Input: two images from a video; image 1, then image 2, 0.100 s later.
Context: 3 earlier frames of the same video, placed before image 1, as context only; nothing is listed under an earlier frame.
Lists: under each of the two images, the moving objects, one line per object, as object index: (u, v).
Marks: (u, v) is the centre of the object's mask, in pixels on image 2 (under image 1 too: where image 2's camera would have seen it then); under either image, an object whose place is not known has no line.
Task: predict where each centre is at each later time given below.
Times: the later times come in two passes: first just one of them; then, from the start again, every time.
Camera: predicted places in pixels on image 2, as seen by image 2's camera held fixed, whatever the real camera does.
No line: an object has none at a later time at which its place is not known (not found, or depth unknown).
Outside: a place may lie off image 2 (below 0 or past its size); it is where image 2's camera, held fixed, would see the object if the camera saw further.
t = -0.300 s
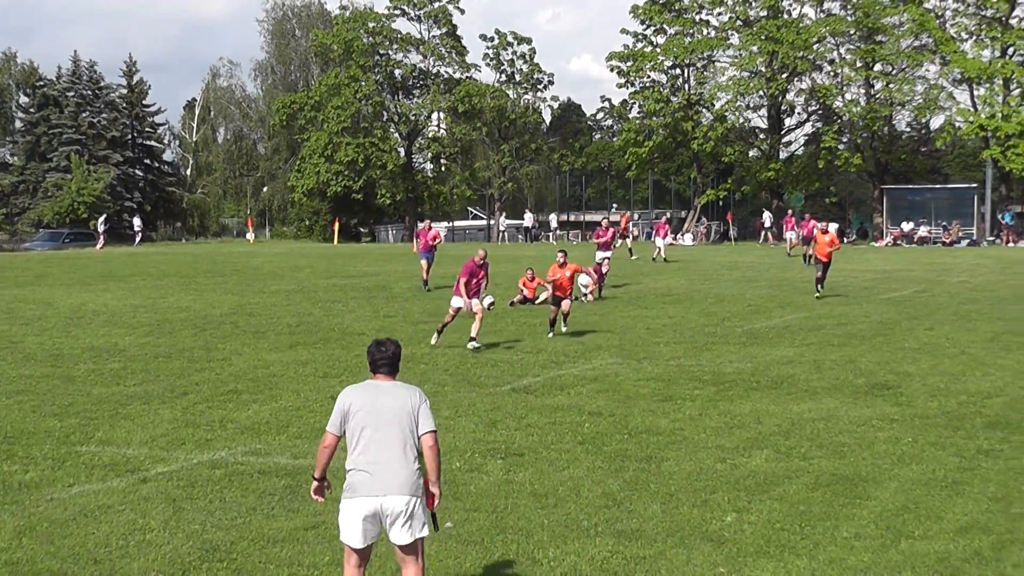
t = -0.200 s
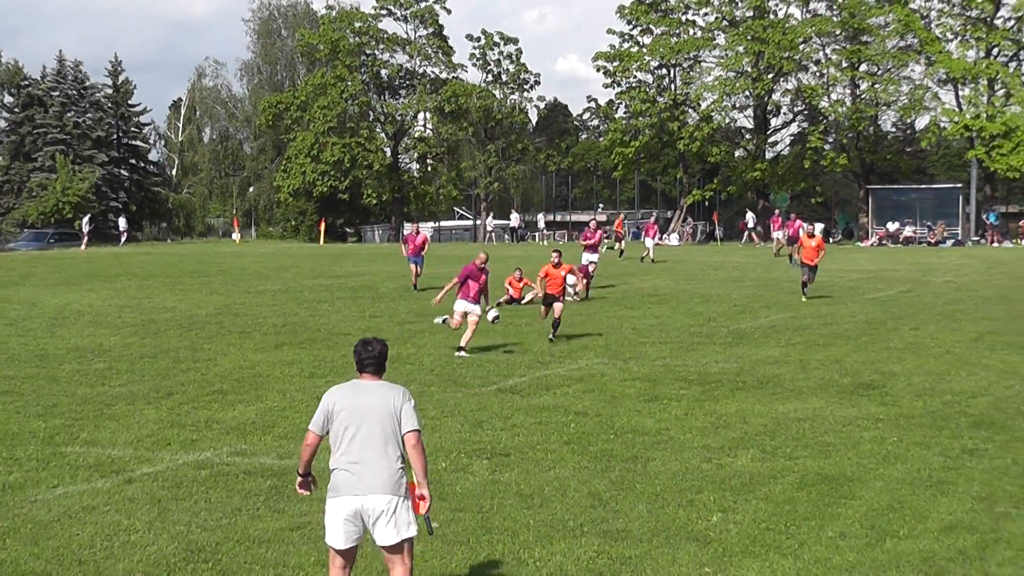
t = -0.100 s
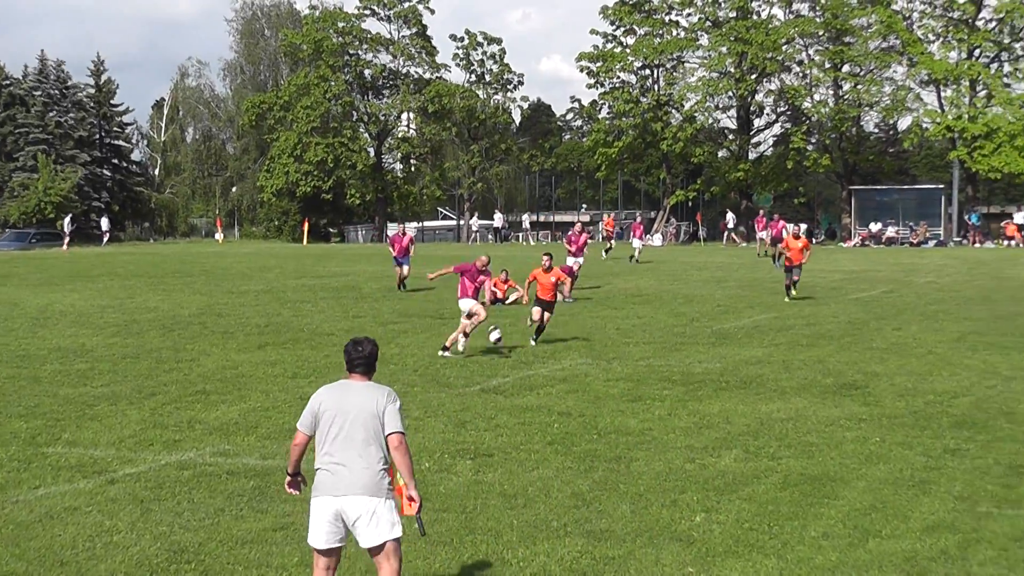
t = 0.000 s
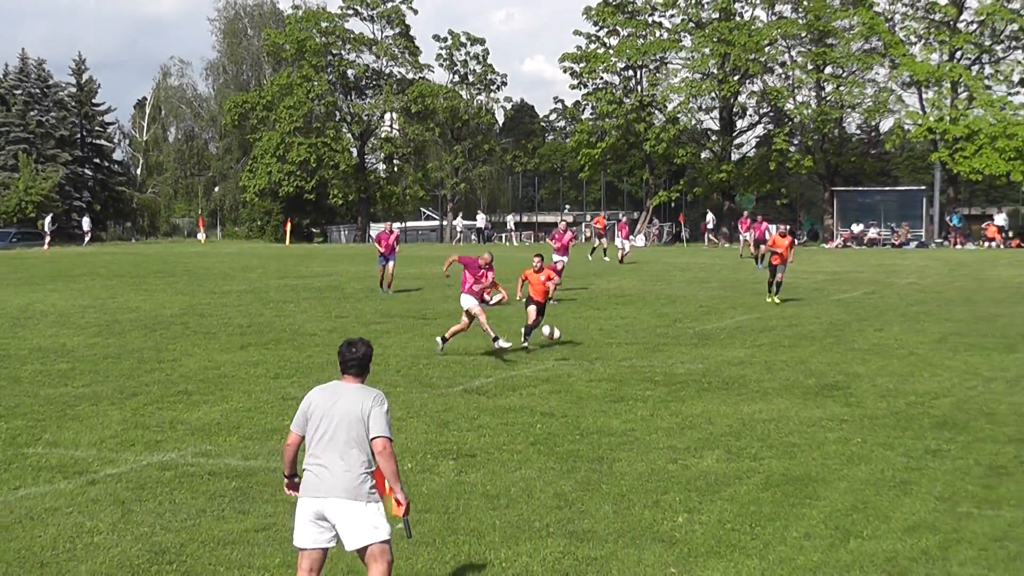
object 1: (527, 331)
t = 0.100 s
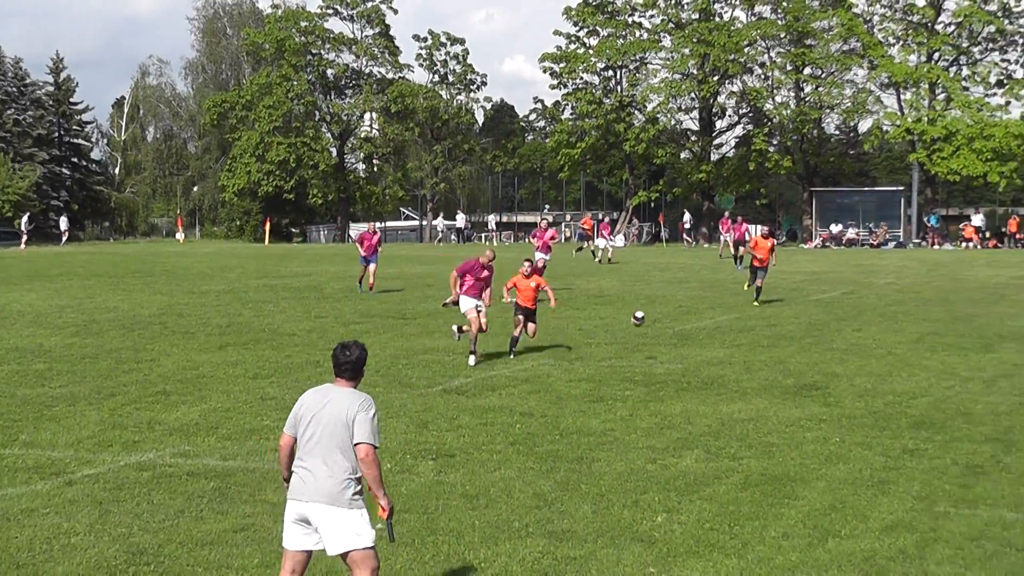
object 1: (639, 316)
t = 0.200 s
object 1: (745, 308)
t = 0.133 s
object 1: (676, 313)
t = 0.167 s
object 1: (711, 310)
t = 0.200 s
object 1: (745, 308)
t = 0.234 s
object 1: (779, 309)
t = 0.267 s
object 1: (813, 308)
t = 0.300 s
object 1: (852, 312)
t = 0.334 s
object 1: (888, 313)
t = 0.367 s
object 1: (925, 315)
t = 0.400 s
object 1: (962, 317)
